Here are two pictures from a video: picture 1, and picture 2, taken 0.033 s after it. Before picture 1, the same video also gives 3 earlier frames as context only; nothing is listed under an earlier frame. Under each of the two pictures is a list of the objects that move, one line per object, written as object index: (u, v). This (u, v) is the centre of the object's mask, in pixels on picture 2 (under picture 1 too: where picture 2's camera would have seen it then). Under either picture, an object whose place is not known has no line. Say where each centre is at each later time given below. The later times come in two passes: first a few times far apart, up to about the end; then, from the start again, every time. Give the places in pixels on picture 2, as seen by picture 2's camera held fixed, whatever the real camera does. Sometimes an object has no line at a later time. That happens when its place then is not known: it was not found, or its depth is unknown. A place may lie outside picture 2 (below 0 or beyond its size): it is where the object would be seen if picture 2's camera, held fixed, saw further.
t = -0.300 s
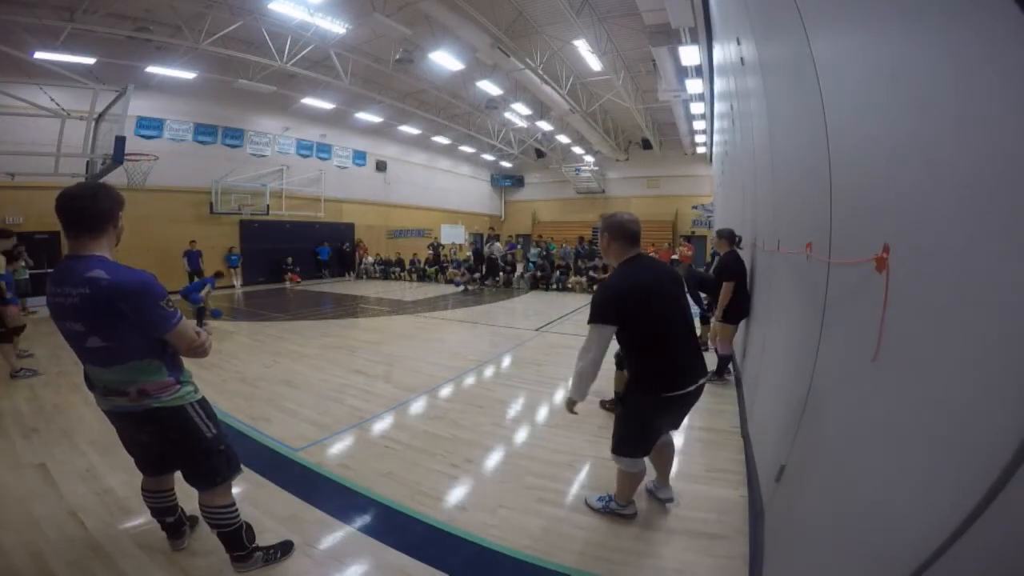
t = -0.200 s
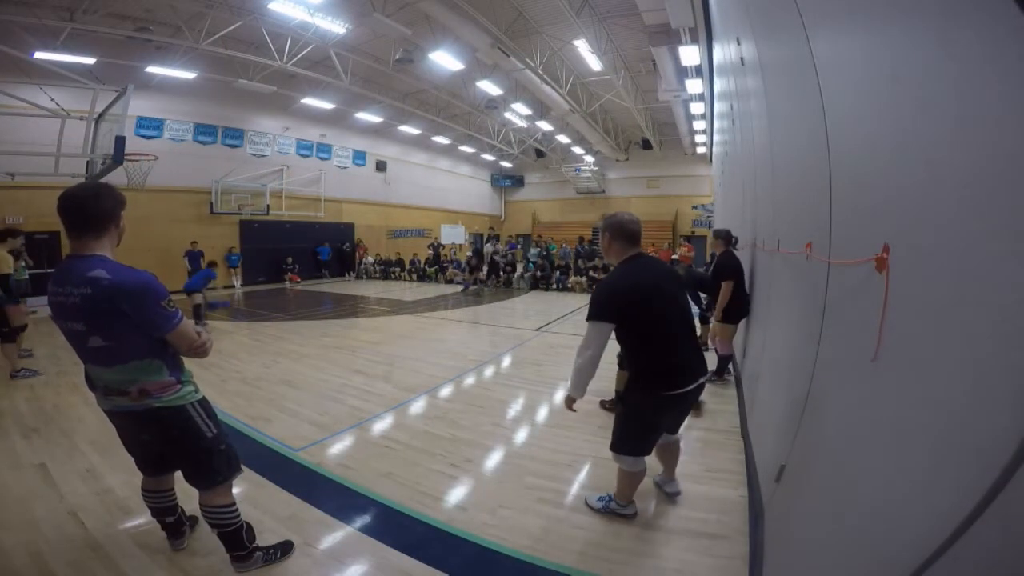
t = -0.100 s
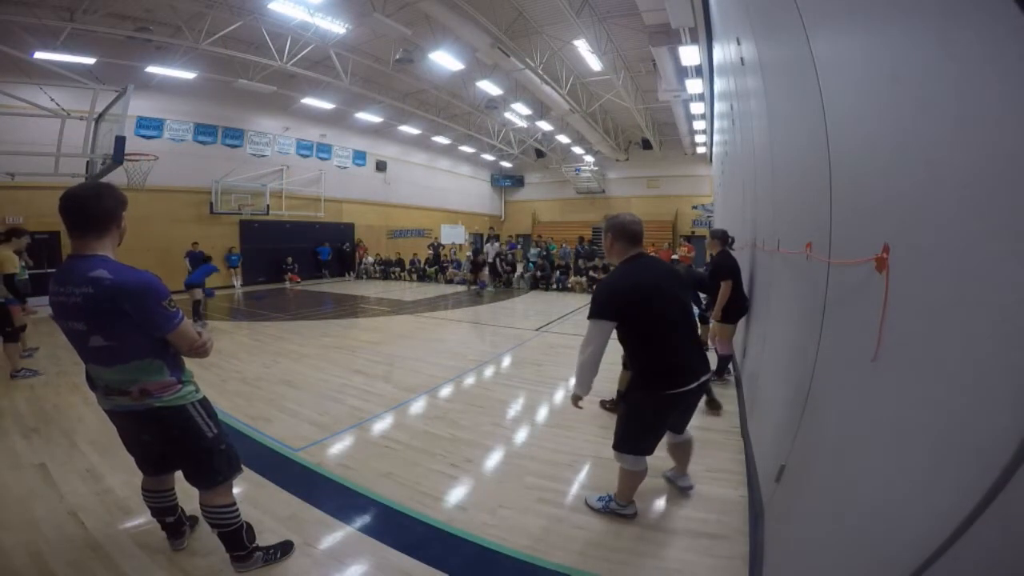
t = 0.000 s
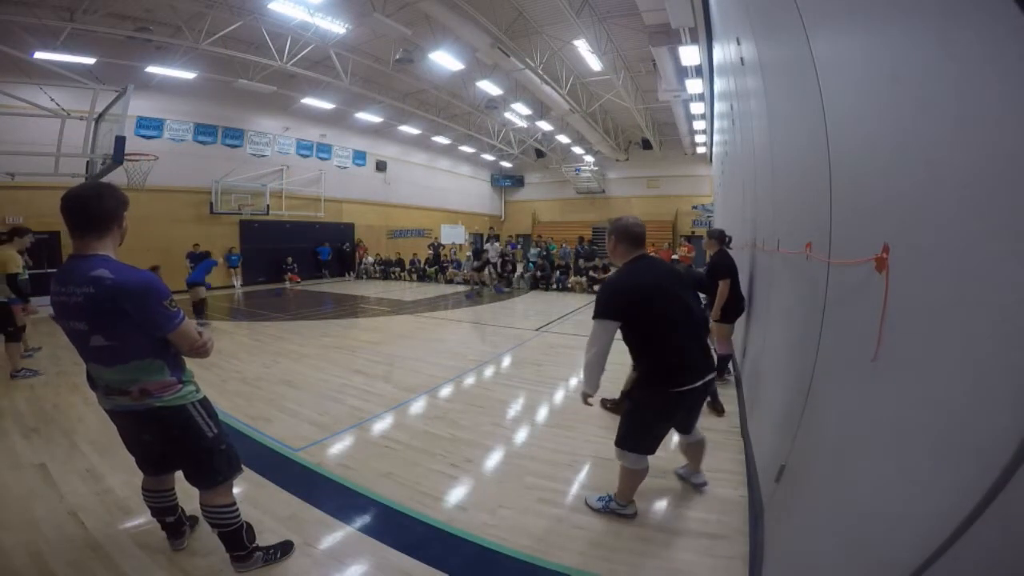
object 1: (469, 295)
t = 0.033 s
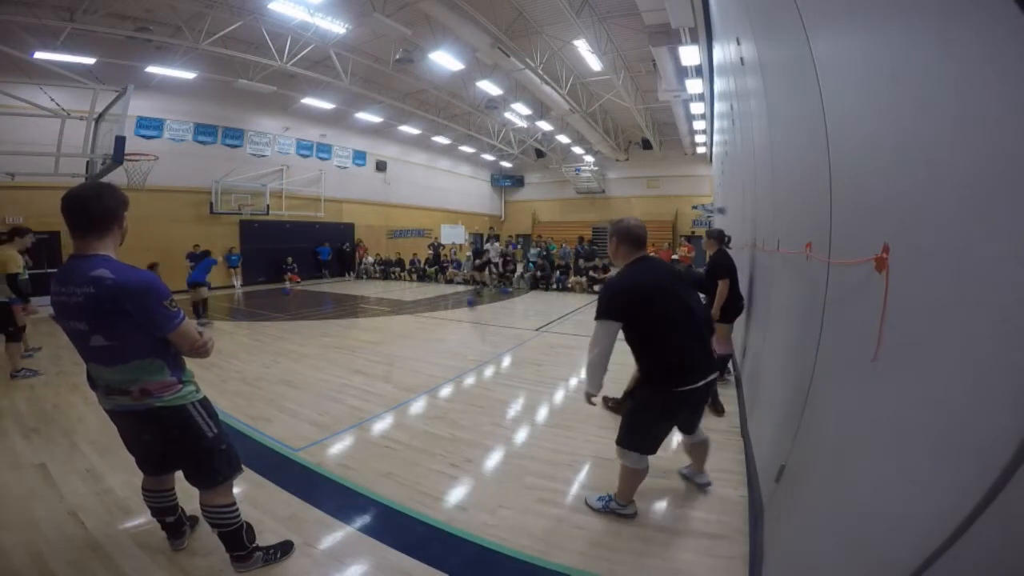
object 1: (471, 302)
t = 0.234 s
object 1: (484, 306)
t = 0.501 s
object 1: (514, 353)
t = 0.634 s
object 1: (537, 370)
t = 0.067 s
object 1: (473, 305)
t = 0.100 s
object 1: (475, 304)
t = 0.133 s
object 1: (477, 304)
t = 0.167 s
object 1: (479, 304)
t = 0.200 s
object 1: (482, 305)
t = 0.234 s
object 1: (484, 306)
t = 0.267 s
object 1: (487, 308)
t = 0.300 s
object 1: (490, 312)
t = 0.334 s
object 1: (493, 316)
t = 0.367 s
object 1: (497, 321)
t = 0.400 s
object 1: (500, 328)
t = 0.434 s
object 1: (504, 336)
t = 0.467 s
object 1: (509, 347)
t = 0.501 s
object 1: (514, 353)
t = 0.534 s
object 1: (518, 355)
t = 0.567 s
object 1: (524, 359)
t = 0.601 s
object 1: (530, 364)
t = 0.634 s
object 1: (537, 370)
